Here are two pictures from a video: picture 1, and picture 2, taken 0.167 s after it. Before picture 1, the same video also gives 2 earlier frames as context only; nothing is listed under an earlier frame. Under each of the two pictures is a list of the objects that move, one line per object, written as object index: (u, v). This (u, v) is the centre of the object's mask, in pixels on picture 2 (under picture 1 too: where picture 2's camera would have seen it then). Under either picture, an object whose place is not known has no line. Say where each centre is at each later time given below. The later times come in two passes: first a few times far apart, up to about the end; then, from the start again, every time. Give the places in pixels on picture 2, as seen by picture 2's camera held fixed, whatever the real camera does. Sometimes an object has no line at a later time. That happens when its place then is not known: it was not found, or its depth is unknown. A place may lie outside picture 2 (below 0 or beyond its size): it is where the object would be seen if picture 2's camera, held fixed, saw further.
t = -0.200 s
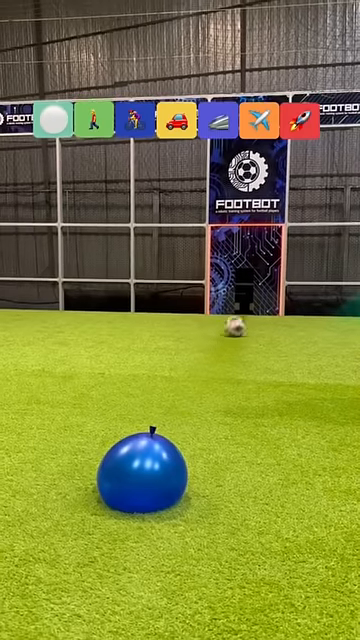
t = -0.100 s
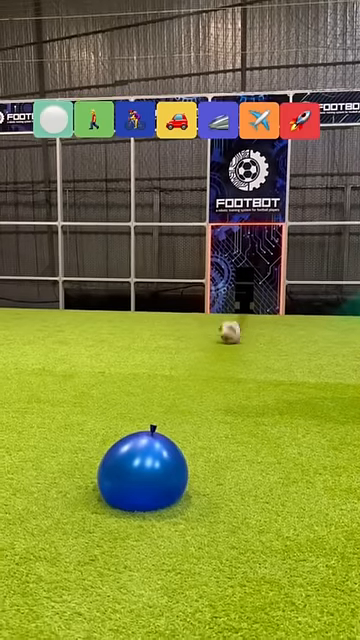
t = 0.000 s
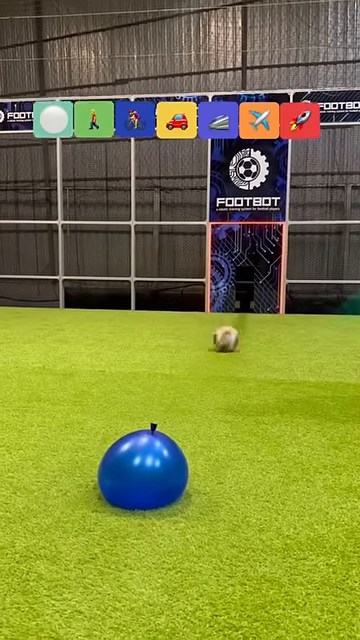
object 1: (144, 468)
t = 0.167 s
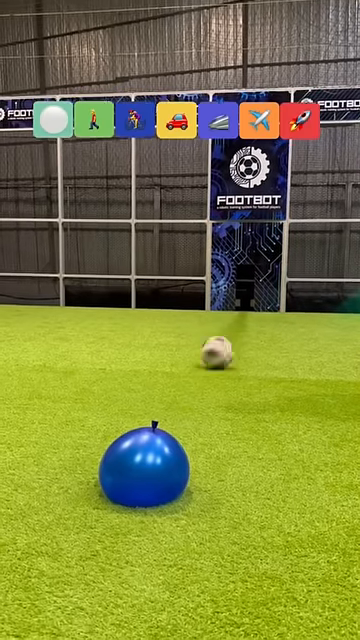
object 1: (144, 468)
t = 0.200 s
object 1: (144, 468)
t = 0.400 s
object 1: (144, 468)
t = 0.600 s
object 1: (143, 468)
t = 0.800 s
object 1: (146, 472)
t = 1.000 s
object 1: (145, 475)
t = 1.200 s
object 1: (148, 481)
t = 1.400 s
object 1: (153, 484)
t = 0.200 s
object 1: (144, 468)
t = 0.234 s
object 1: (144, 468)
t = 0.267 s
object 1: (144, 468)
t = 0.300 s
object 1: (144, 468)
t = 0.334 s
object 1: (144, 468)
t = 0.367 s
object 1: (144, 468)
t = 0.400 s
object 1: (144, 468)
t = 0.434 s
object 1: (144, 468)
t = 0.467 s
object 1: (144, 468)
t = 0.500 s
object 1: (144, 468)
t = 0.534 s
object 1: (144, 468)
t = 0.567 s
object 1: (146, 465)
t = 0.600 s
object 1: (143, 468)
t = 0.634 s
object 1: (142, 469)
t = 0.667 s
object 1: (144, 467)
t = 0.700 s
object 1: (144, 470)
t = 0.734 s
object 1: (143, 471)
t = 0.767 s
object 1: (143, 471)
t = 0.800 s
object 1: (146, 472)
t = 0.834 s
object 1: (144, 474)
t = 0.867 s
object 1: (142, 474)
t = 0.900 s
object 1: (144, 475)
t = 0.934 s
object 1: (146, 475)
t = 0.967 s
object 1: (144, 475)
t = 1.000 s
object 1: (145, 475)
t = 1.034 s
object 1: (147, 476)
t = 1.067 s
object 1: (147, 477)
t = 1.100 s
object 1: (145, 479)
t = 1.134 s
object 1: (146, 480)
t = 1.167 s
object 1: (149, 480)
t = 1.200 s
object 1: (148, 481)
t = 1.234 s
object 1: (148, 480)
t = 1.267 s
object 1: (150, 480)
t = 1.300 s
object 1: (151, 482)
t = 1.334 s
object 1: (150, 481)
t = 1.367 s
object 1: (151, 483)
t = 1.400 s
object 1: (153, 484)
